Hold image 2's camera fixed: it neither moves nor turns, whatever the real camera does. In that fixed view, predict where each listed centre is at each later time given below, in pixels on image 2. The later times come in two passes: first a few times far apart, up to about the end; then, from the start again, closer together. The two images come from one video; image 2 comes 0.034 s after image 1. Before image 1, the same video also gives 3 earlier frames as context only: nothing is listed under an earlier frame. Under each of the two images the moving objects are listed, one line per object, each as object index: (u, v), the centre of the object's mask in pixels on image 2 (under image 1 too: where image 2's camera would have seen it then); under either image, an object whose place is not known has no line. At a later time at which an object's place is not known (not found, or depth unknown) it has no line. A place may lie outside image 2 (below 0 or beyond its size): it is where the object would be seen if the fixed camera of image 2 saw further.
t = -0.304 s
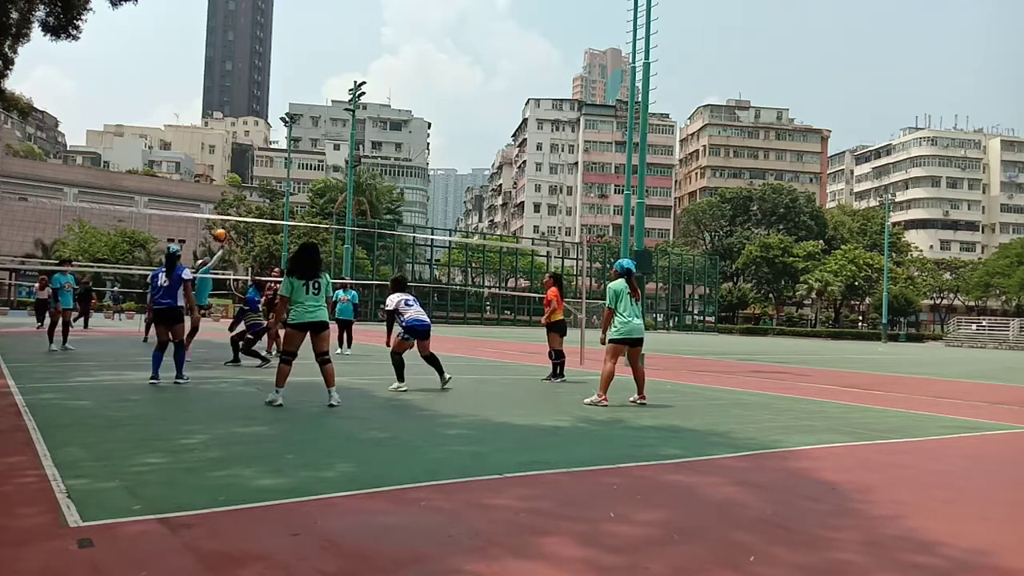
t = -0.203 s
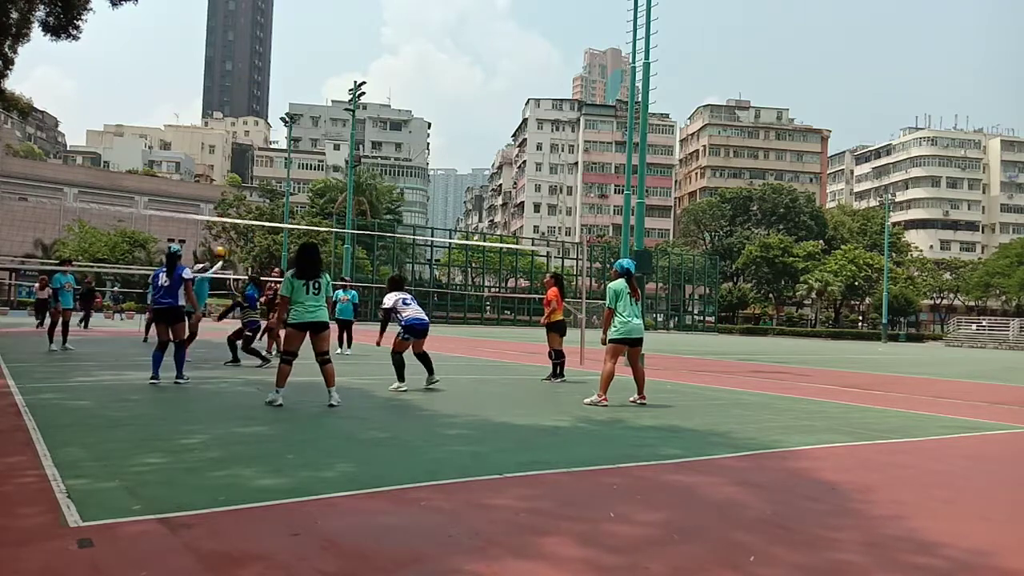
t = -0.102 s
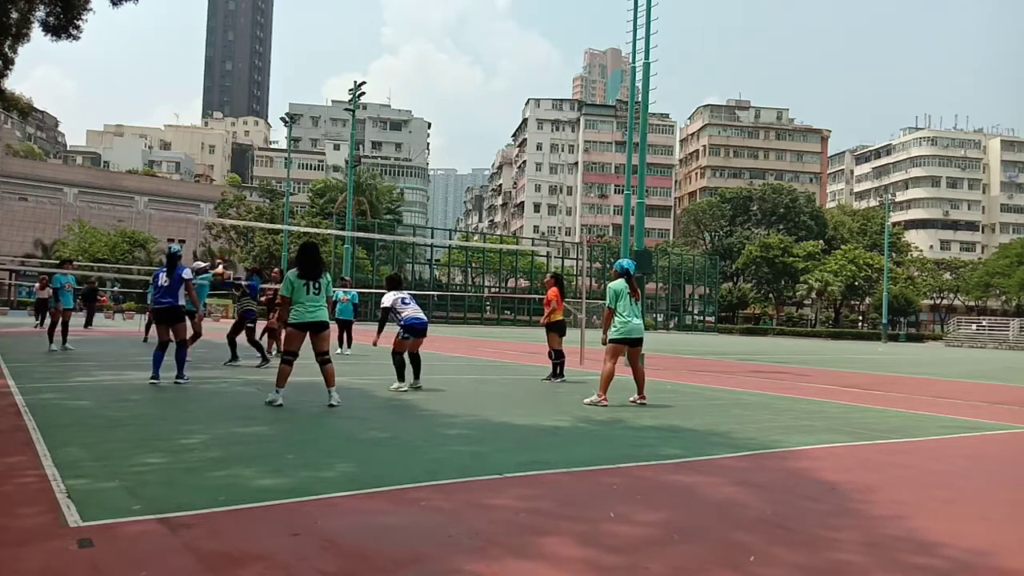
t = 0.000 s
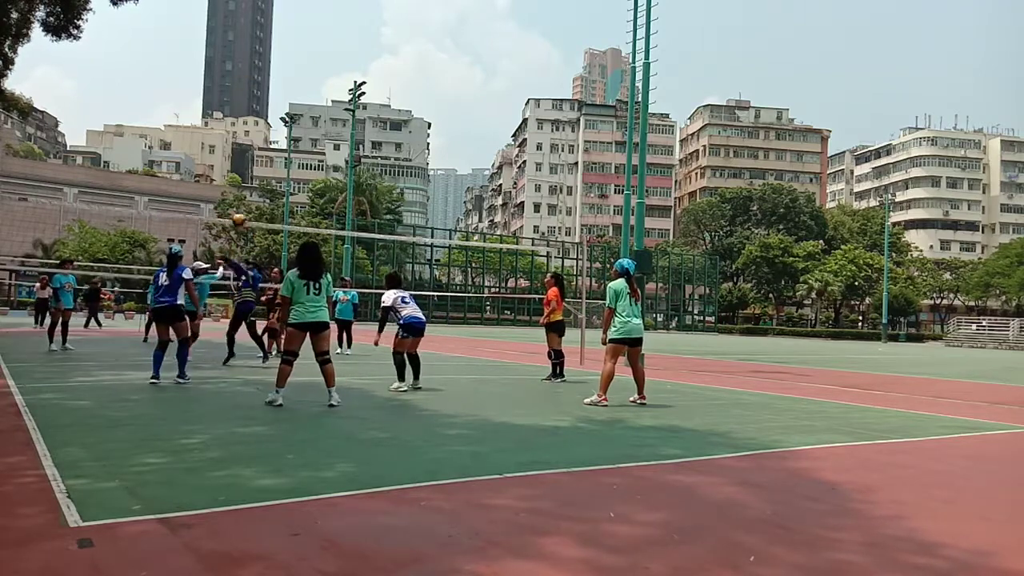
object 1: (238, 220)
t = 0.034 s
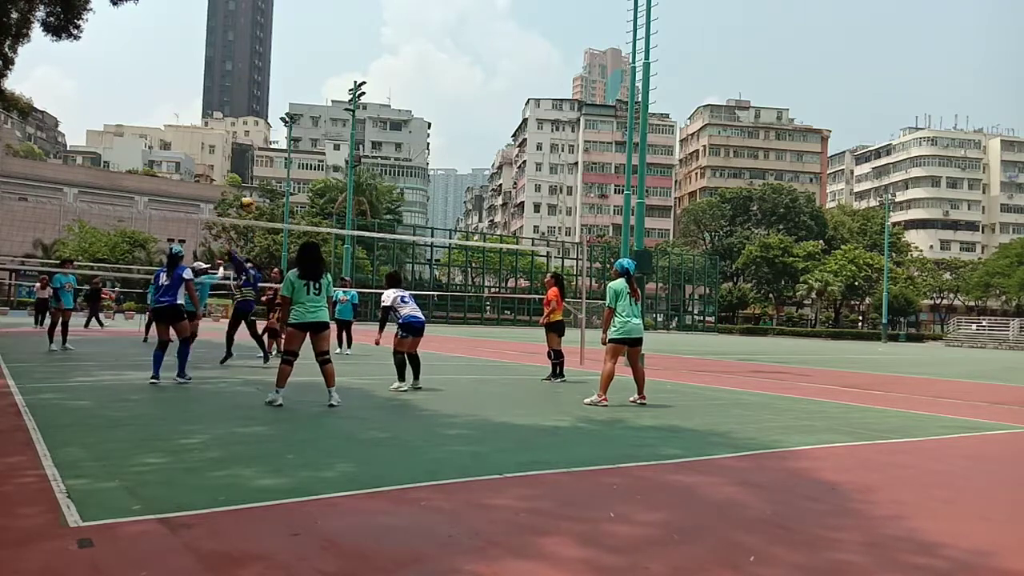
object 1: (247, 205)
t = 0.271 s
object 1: (290, 116)
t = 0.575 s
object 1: (343, 60)
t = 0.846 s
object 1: (385, 60)
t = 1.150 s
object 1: (429, 111)
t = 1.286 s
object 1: (447, 150)
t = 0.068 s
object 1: (252, 189)
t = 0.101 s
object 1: (259, 175)
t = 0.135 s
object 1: (265, 161)
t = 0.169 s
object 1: (271, 148)
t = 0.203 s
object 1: (278, 136)
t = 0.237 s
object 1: (284, 125)
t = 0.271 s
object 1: (290, 116)
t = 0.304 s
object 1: (296, 108)
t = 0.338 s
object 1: (302, 98)
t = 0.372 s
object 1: (308, 90)
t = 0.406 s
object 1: (314, 83)
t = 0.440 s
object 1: (320, 77)
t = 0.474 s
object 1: (326, 72)
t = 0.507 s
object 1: (332, 67)
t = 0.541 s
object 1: (337, 63)
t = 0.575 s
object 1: (343, 60)
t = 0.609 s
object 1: (348, 58)
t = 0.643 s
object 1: (354, 56)
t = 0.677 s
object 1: (359, 55)
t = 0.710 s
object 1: (365, 55)
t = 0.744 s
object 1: (370, 56)
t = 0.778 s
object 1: (375, 57)
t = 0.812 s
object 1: (380, 58)
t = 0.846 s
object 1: (385, 60)
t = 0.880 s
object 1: (390, 63)
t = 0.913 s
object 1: (395, 67)
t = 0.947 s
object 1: (400, 71)
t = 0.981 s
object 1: (405, 77)
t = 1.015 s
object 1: (410, 82)
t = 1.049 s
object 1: (415, 88)
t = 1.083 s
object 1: (420, 95)
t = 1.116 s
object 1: (424, 103)
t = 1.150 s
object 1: (429, 111)
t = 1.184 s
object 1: (434, 120)
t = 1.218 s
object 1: (438, 129)
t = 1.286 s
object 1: (447, 150)
